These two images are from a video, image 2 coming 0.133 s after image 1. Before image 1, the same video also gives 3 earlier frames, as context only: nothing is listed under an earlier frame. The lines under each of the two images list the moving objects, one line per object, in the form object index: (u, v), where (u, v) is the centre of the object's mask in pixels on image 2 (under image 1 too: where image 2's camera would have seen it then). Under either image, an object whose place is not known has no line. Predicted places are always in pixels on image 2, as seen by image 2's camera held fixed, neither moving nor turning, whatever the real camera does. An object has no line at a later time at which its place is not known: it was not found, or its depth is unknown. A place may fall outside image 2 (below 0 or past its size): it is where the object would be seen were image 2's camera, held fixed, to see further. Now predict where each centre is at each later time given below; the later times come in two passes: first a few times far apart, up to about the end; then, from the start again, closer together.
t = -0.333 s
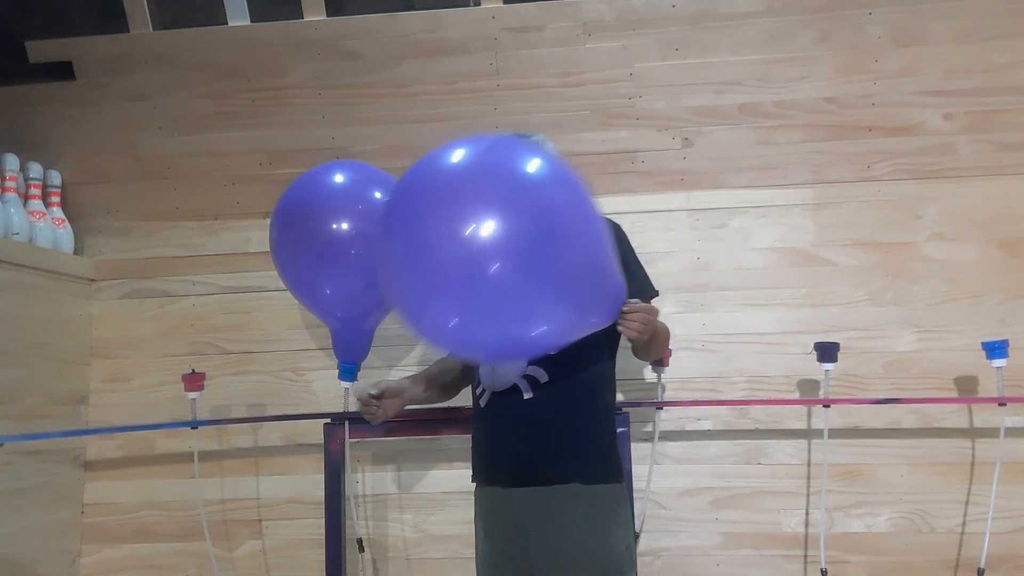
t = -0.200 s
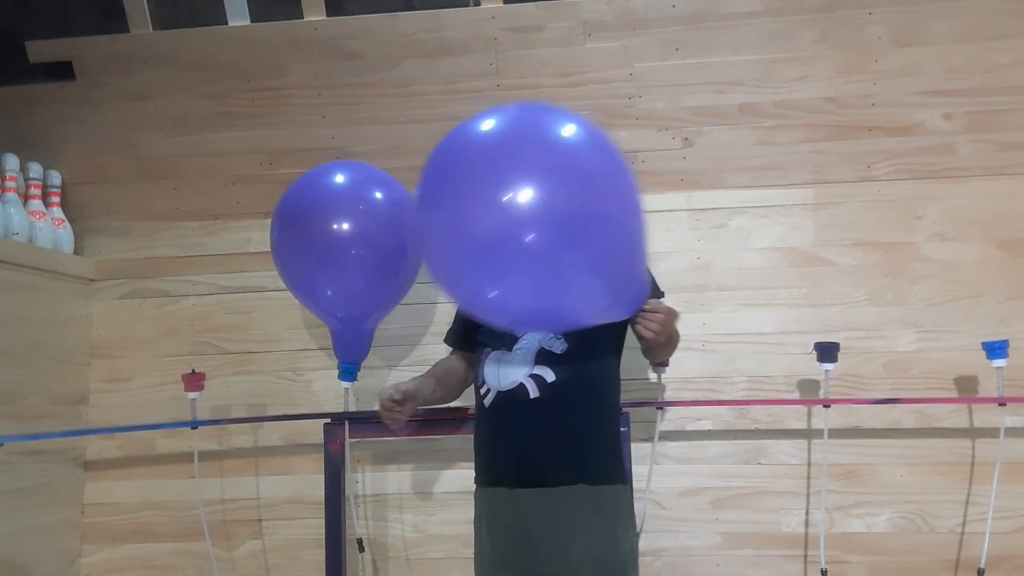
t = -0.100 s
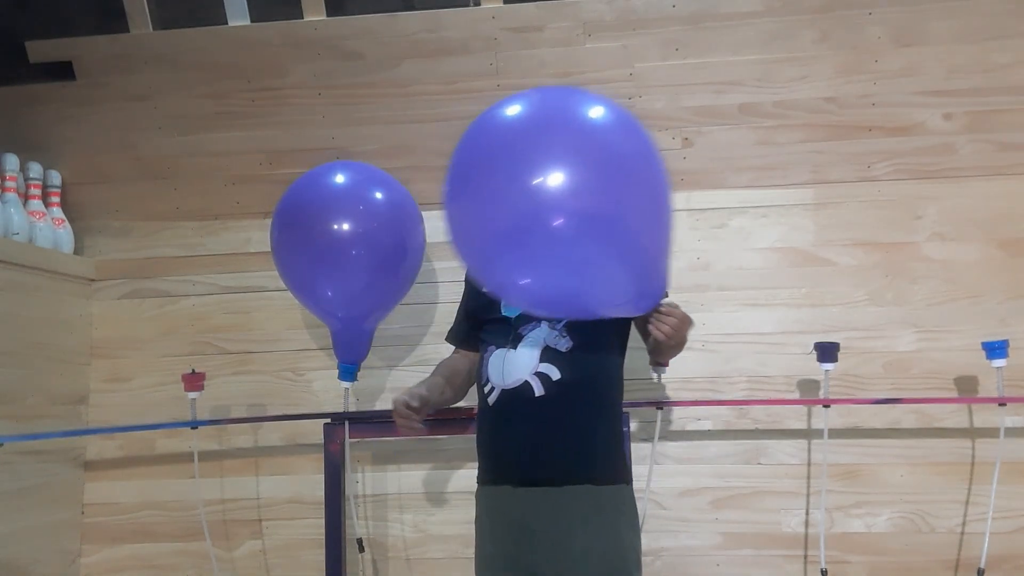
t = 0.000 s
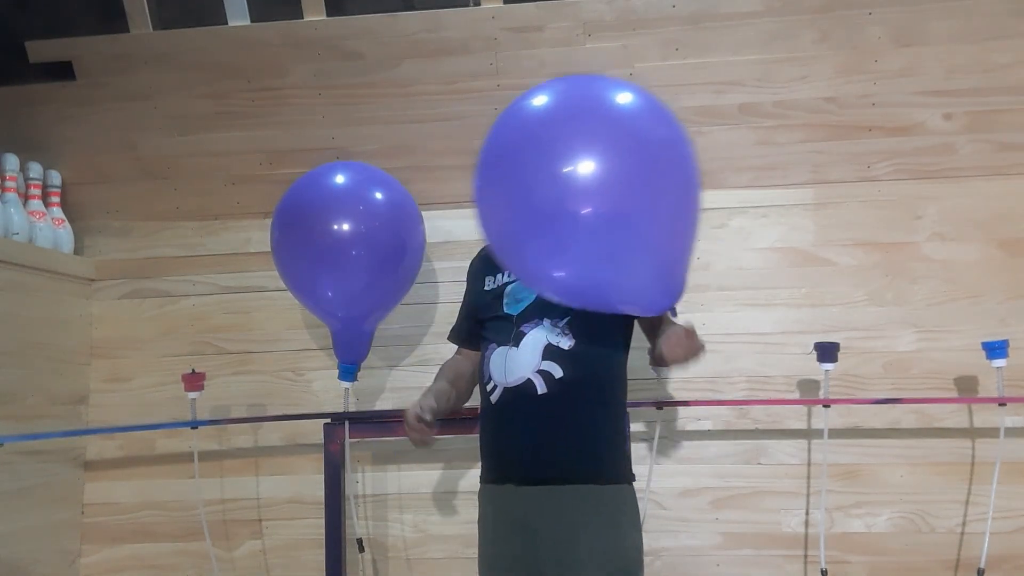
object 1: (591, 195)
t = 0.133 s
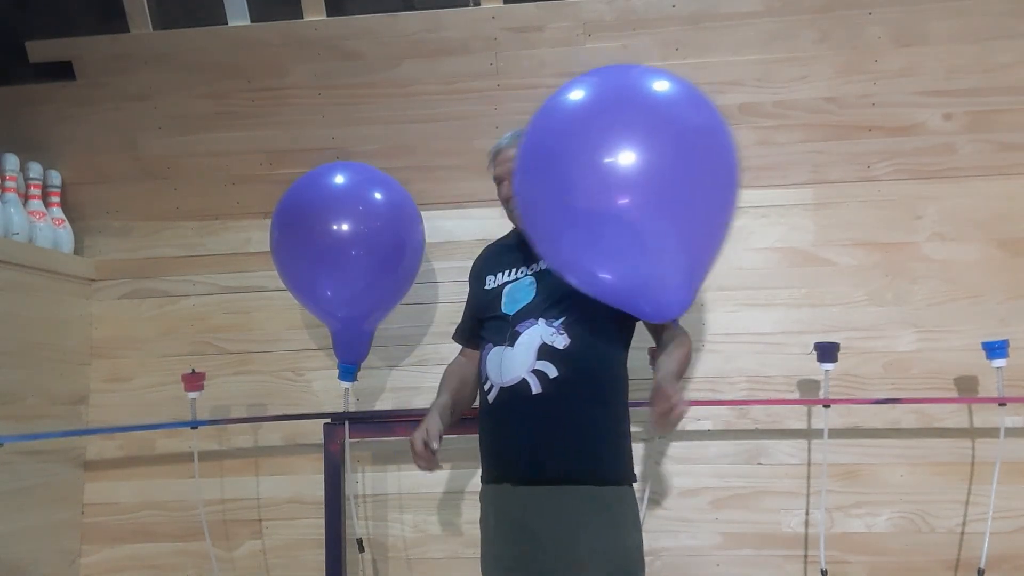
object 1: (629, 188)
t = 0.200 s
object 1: (647, 187)
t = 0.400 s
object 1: (699, 191)
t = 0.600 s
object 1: (749, 209)
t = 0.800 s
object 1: (796, 240)
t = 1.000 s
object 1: (839, 283)
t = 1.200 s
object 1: (875, 340)
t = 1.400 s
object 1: (906, 408)
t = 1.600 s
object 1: (926, 473)
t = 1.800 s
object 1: (936, 517)
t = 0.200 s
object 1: (647, 187)
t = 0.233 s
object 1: (655, 186)
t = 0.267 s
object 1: (664, 187)
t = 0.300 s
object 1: (674, 187)
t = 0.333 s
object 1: (683, 188)
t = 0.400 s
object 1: (699, 191)
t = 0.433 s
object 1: (708, 193)
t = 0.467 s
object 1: (716, 195)
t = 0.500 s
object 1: (725, 198)
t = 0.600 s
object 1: (749, 209)
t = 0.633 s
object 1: (757, 213)
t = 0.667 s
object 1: (765, 218)
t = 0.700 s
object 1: (773, 223)
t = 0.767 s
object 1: (789, 234)
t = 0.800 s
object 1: (796, 240)
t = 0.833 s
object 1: (804, 246)
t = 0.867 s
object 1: (811, 253)
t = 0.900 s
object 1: (818, 260)
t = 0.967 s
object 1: (832, 275)
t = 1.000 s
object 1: (839, 283)
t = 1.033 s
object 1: (845, 292)
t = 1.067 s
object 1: (852, 301)
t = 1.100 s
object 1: (858, 310)
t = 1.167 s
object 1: (870, 330)
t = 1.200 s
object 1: (875, 340)
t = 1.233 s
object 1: (881, 351)
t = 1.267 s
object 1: (886, 362)
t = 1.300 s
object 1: (892, 372)
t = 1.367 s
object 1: (902, 396)
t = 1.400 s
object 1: (906, 408)
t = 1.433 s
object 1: (910, 421)
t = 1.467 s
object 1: (913, 433)
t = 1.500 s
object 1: (917, 445)
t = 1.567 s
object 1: (923, 465)
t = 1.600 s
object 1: (926, 473)
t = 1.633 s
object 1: (928, 480)
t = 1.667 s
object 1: (928, 488)
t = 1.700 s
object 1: (930, 496)
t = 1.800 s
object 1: (936, 517)
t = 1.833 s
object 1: (939, 524)
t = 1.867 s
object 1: (942, 531)
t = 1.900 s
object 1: (945, 538)
